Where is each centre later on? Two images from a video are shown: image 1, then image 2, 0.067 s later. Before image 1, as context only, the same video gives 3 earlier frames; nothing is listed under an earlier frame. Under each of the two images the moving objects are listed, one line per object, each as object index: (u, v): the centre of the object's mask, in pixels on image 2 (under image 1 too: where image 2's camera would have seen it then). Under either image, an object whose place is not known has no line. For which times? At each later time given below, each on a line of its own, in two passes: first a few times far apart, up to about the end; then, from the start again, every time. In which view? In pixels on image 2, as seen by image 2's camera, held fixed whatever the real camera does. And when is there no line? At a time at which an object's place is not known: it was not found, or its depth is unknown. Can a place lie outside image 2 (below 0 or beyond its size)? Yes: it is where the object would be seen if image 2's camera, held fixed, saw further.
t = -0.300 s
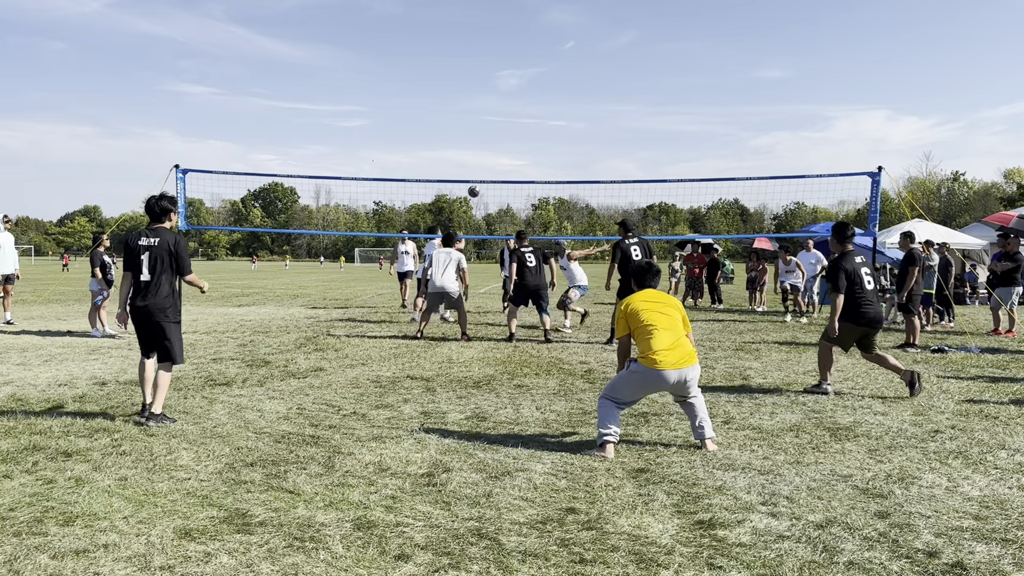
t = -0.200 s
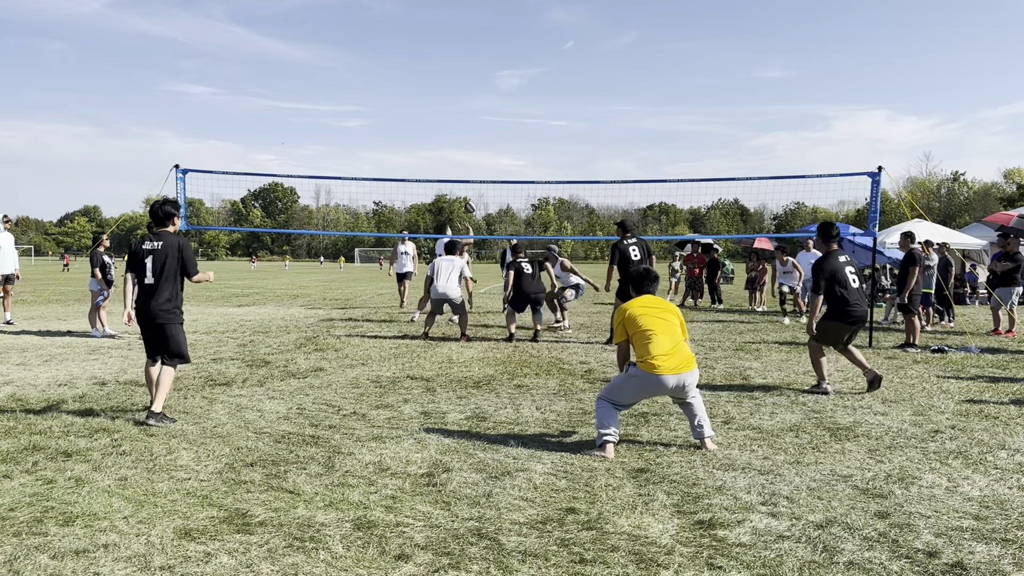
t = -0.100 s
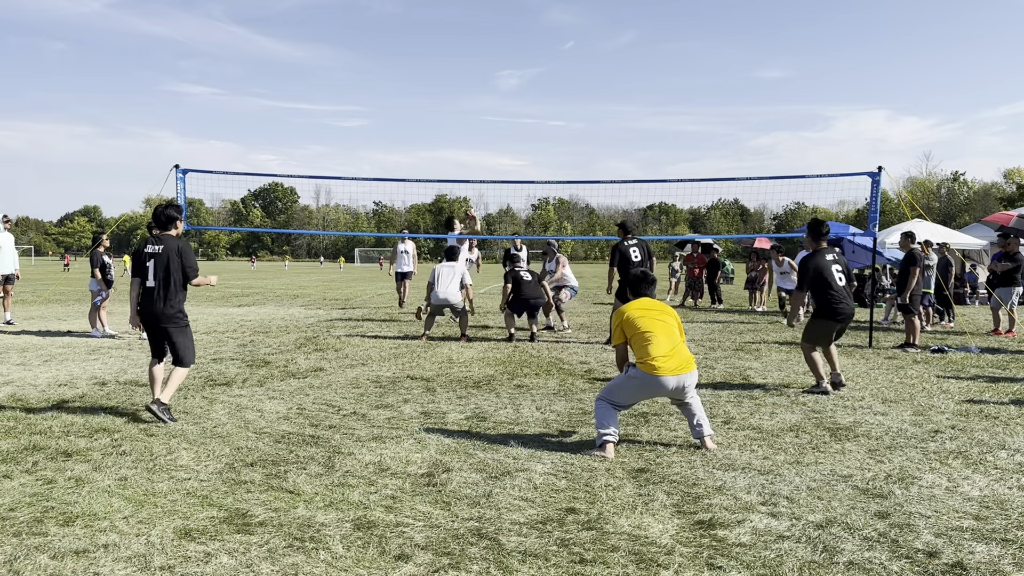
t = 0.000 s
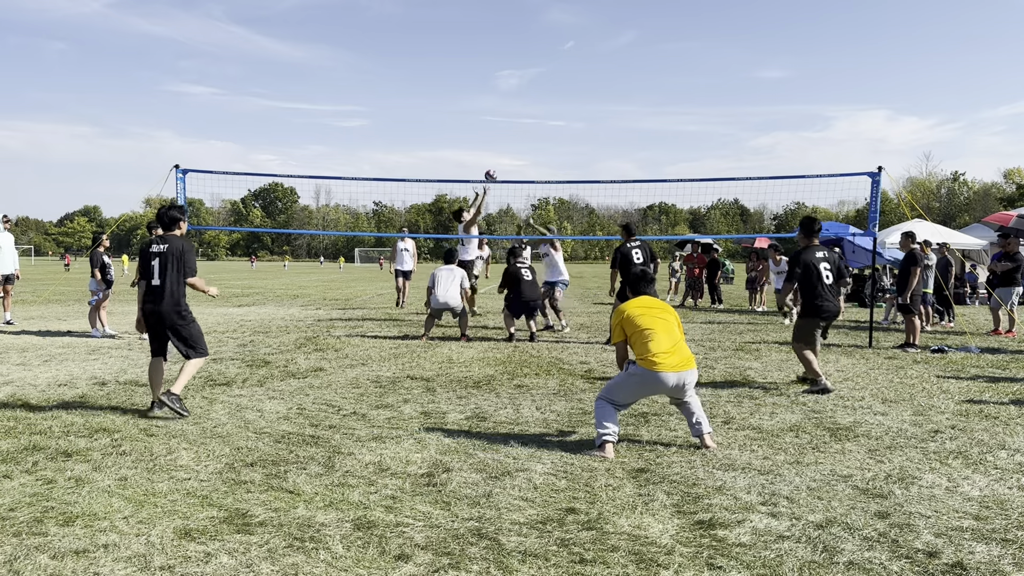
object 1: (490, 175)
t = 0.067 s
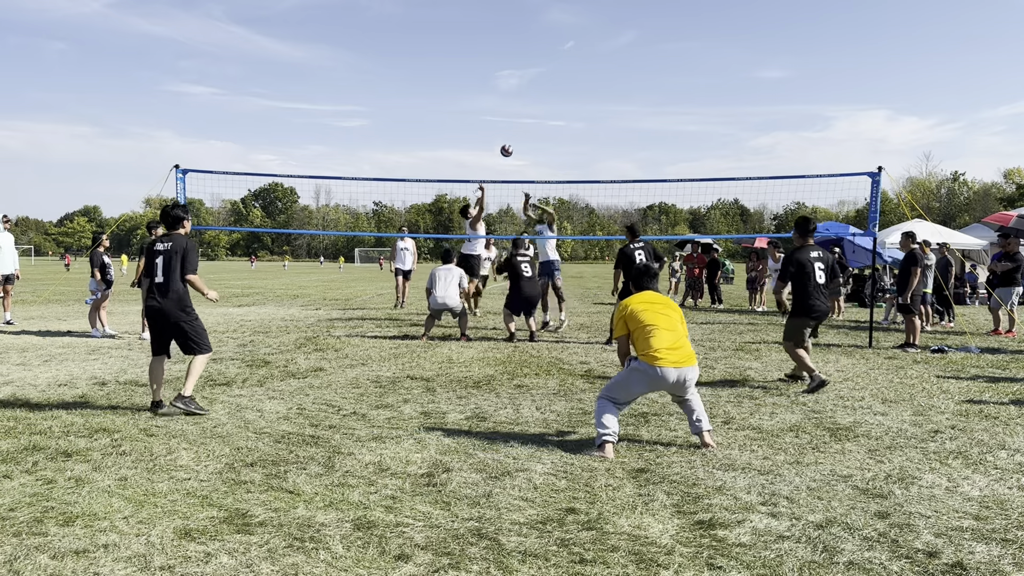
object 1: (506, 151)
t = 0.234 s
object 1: (546, 98)
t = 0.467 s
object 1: (603, 52)
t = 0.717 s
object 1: (665, 40)
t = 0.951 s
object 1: (723, 66)
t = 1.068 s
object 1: (751, 92)
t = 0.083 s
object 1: (510, 145)
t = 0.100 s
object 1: (514, 139)
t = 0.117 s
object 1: (518, 133)
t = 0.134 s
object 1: (522, 128)
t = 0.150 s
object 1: (526, 122)
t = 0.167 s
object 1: (530, 117)
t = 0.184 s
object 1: (534, 112)
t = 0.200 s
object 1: (538, 107)
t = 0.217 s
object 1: (542, 103)
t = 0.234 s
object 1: (546, 98)
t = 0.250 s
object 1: (550, 94)
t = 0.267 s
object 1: (554, 90)
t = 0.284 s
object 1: (558, 86)
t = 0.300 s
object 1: (562, 82)
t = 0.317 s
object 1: (566, 78)
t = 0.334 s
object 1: (570, 75)
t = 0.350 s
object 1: (574, 71)
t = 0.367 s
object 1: (579, 68)
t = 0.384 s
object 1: (583, 65)
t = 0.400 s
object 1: (587, 62)
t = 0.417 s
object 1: (591, 59)
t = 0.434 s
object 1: (595, 57)
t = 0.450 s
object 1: (599, 54)
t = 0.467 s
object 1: (603, 52)
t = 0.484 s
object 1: (607, 50)
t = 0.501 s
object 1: (611, 48)
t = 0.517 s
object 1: (615, 47)
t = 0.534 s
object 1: (619, 45)
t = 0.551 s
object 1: (624, 44)
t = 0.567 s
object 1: (628, 43)
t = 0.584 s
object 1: (632, 42)
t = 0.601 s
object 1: (636, 41)
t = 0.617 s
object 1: (640, 40)
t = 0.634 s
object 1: (645, 40)
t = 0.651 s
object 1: (649, 39)
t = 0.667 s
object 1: (653, 39)
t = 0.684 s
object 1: (657, 40)
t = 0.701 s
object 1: (661, 40)
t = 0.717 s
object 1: (665, 40)
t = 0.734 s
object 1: (669, 41)
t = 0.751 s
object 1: (673, 42)
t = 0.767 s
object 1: (678, 43)
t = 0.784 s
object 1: (682, 44)
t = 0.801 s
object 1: (686, 45)
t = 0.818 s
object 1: (690, 47)
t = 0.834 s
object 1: (694, 49)
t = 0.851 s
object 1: (698, 51)
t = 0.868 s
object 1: (702, 53)
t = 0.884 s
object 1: (706, 55)
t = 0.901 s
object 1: (710, 57)
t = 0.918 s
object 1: (714, 60)
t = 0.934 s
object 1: (718, 63)
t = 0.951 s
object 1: (723, 66)
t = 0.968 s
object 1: (727, 69)
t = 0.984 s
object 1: (731, 72)
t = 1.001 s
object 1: (735, 76)
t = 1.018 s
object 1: (739, 80)
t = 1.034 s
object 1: (743, 84)
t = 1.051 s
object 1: (747, 87)
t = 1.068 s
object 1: (751, 92)
